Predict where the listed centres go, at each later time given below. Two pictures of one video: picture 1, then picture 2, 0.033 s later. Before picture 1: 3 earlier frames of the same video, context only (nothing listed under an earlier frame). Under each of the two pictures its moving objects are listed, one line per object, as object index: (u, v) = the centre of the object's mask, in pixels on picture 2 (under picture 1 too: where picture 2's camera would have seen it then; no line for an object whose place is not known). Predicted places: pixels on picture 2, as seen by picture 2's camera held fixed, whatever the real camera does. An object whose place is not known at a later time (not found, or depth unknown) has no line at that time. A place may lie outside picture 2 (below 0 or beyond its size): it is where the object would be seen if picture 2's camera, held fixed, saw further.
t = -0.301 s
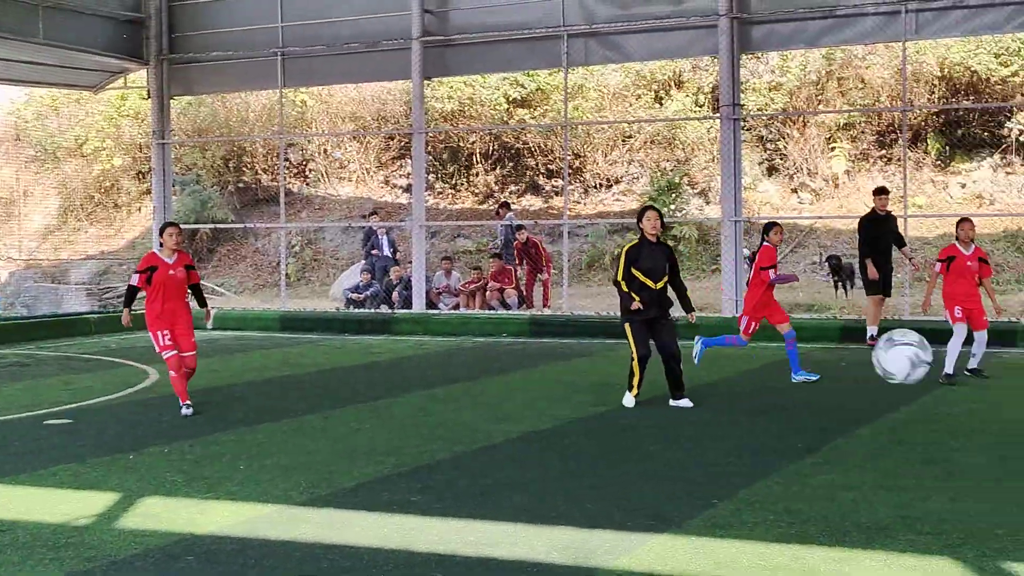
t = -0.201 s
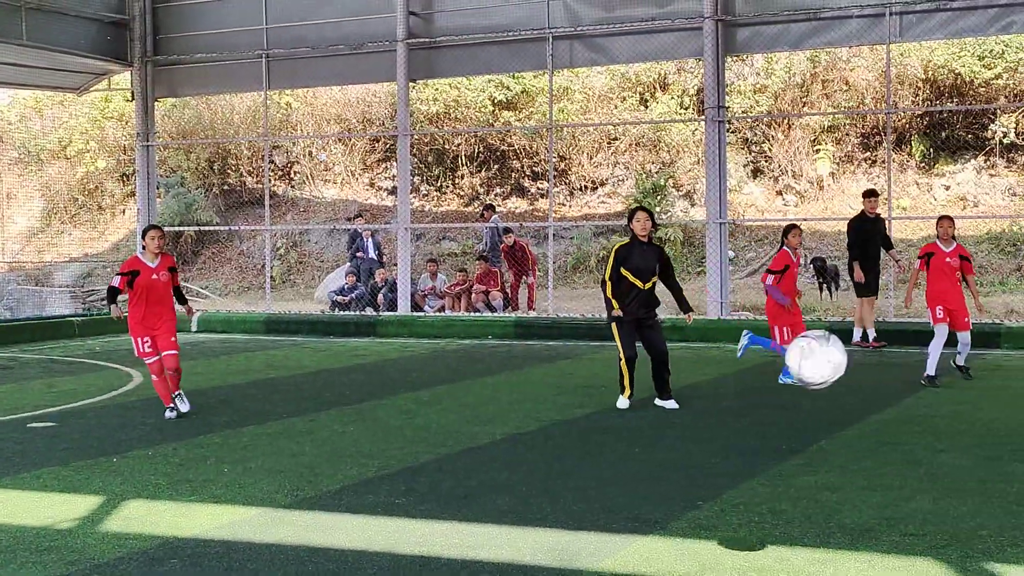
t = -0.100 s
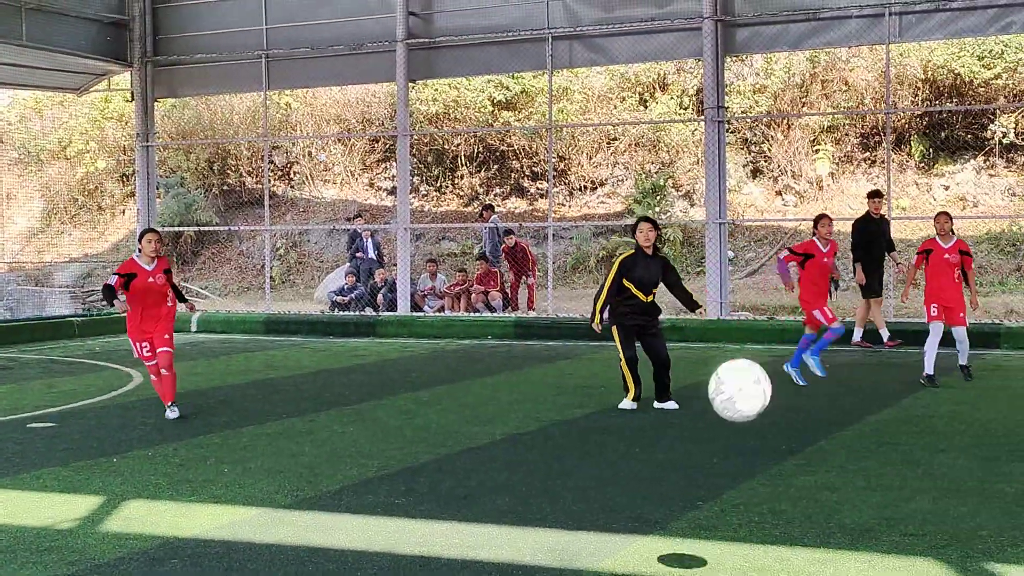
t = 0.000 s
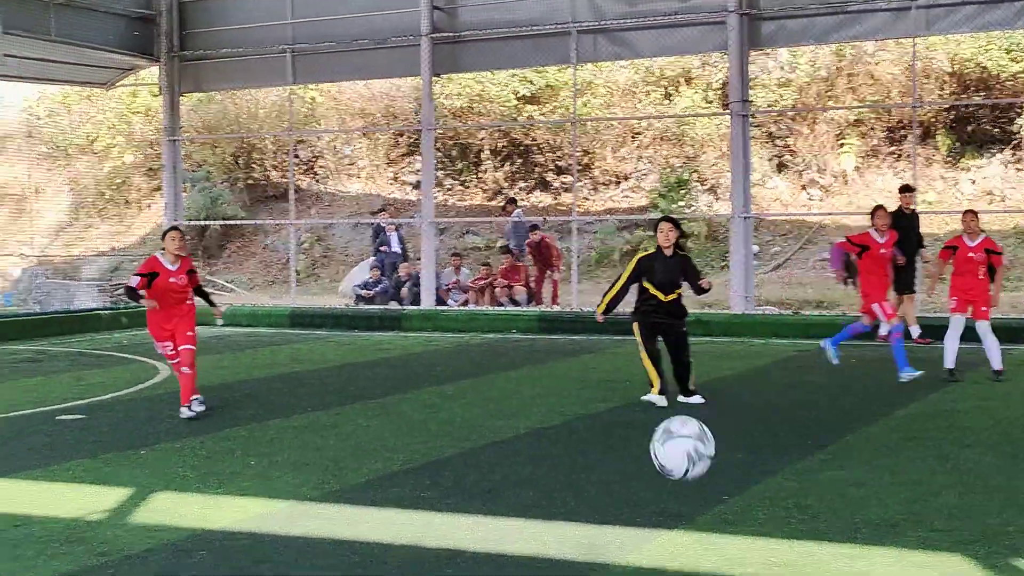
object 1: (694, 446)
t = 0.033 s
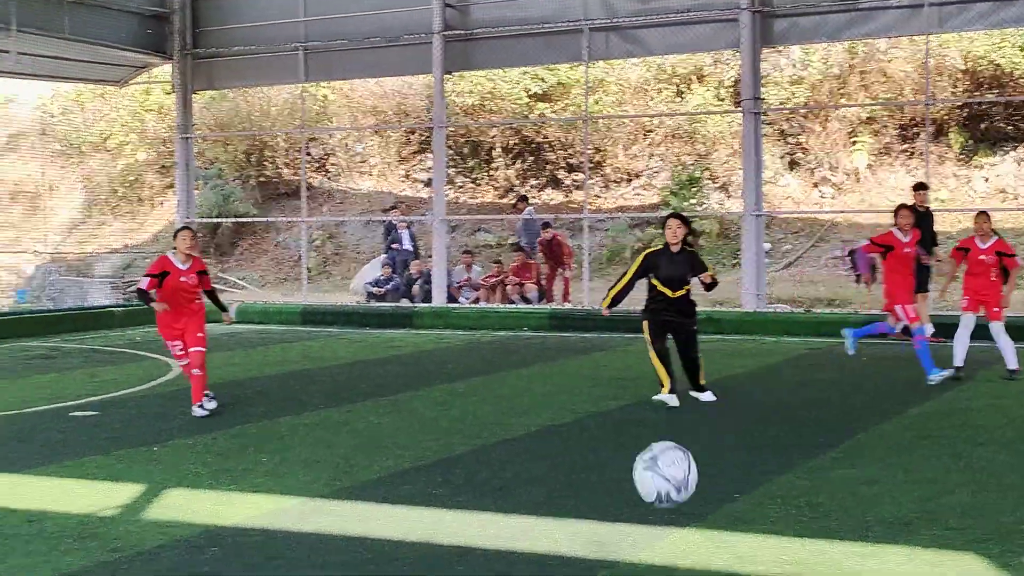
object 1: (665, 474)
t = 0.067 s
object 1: (637, 506)
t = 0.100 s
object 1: (609, 544)
